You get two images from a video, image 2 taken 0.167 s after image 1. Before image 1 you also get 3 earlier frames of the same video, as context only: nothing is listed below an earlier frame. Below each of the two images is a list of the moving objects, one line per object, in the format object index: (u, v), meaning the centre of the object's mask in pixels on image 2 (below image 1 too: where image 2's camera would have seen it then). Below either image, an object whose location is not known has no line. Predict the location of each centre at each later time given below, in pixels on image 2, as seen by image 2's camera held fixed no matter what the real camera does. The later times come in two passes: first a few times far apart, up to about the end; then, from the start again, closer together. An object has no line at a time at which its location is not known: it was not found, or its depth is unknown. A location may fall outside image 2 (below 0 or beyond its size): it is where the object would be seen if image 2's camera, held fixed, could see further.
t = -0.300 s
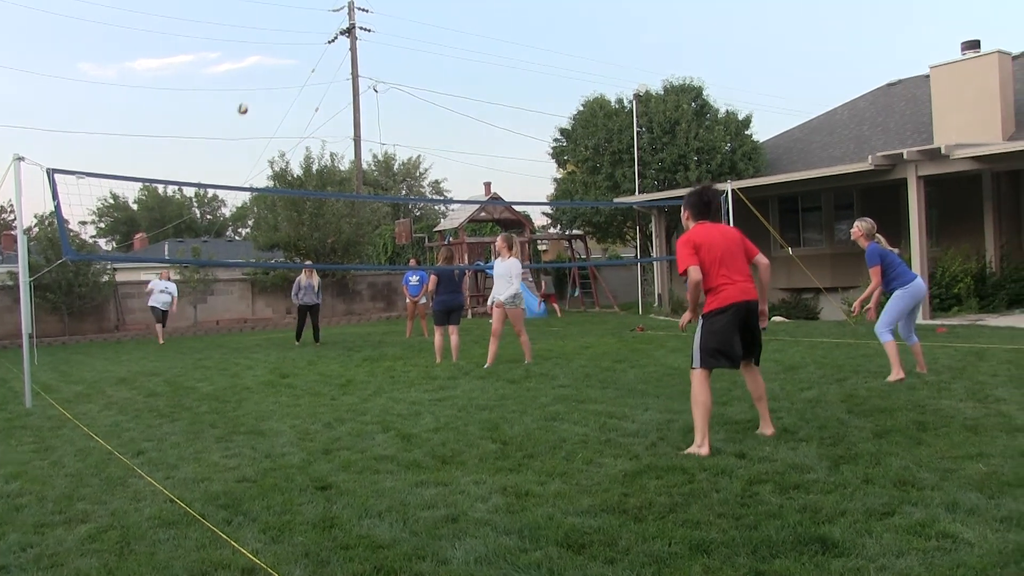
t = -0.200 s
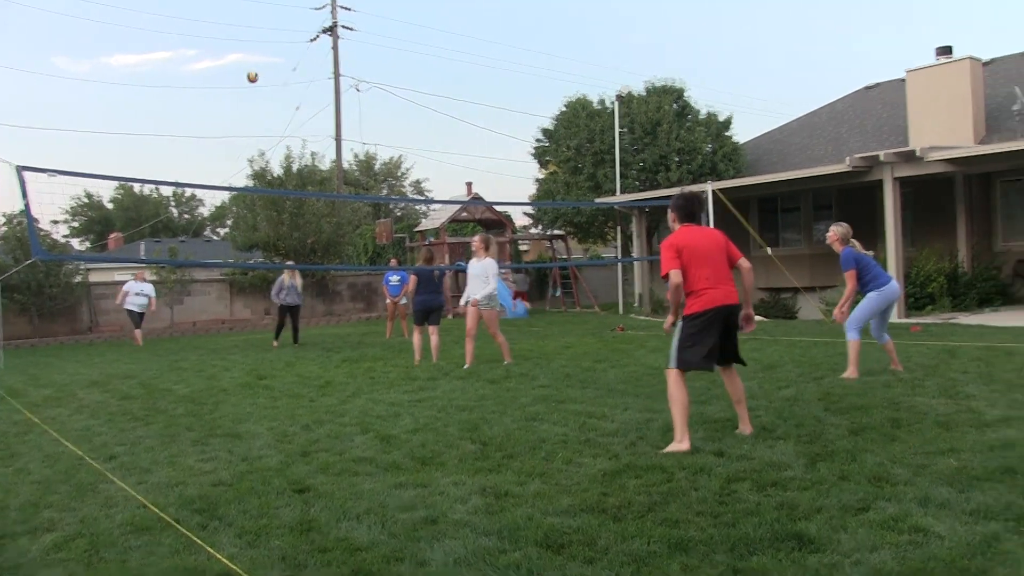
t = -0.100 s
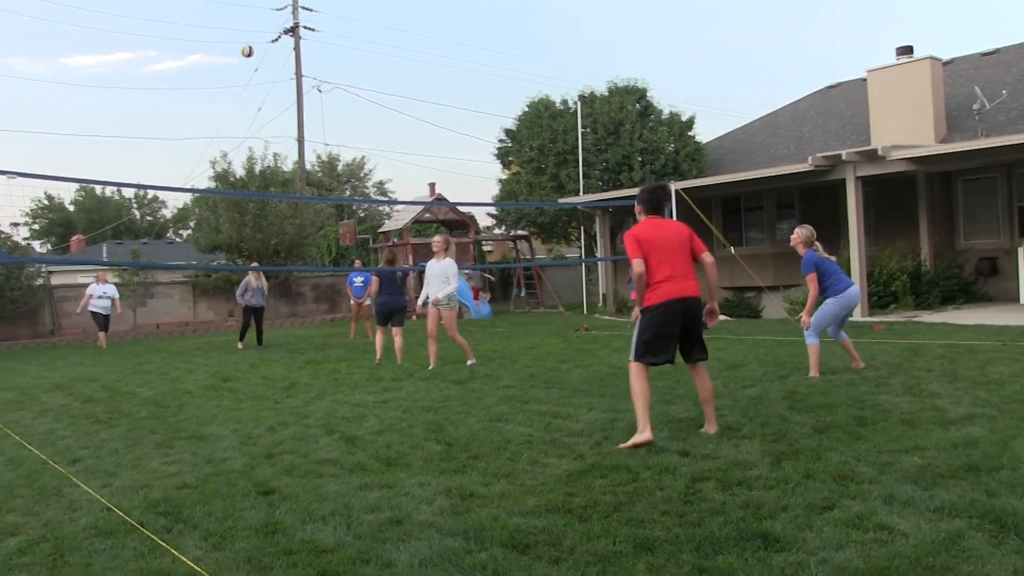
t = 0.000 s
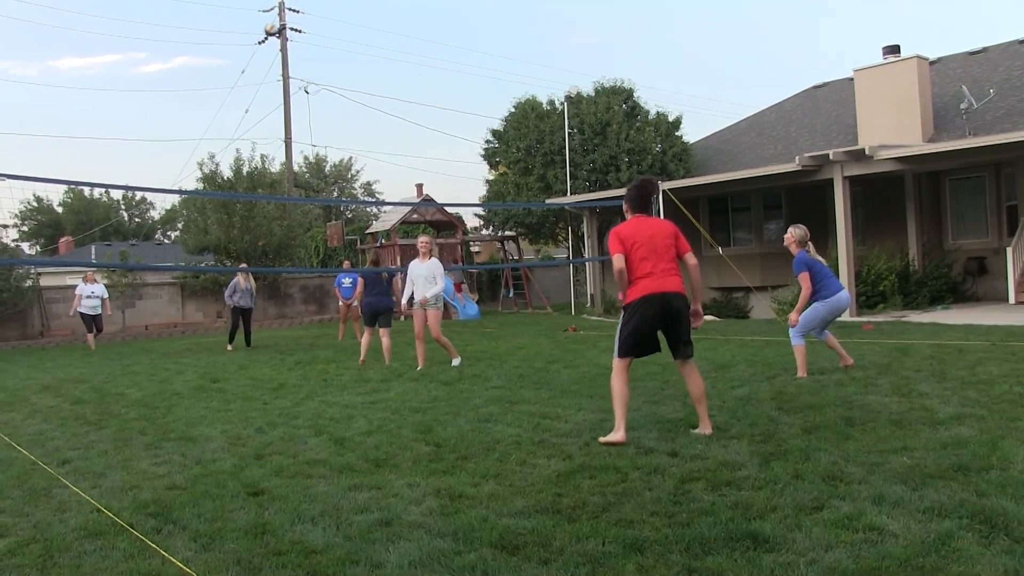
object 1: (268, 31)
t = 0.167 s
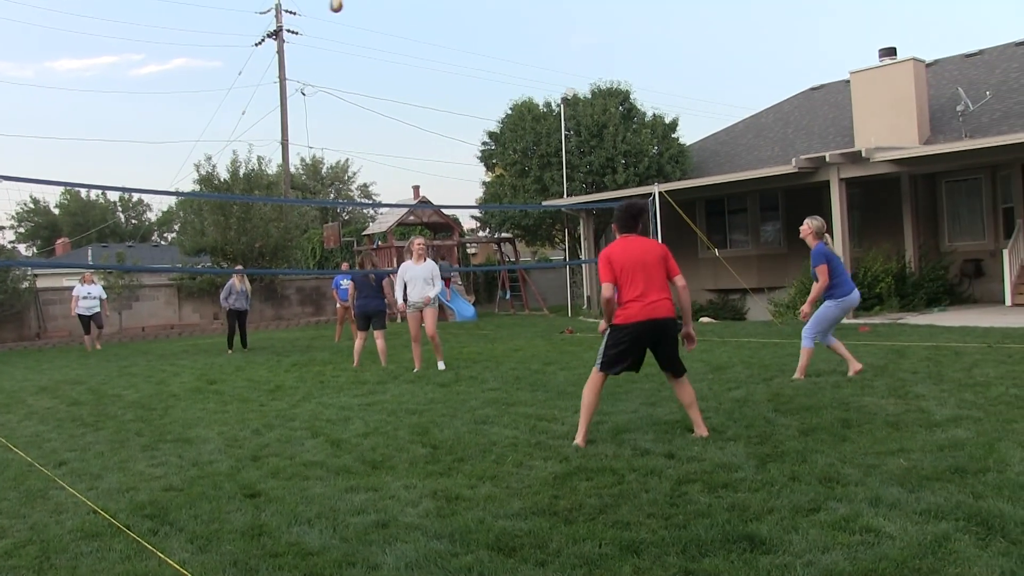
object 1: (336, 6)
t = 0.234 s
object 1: (366, 3)
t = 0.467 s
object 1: (488, 8)
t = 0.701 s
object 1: (641, 71)
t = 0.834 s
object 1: (744, 139)
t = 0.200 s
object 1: (350, 4)
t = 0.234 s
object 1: (366, 3)
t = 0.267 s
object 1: (382, 2)
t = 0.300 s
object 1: (398, 1)
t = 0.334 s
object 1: (415, 1)
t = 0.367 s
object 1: (432, 2)
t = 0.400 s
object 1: (450, 3)
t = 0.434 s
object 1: (469, 5)
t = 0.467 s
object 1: (488, 8)
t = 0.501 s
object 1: (507, 13)
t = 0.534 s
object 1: (528, 19)
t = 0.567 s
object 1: (549, 27)
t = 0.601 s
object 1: (571, 36)
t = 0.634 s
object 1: (594, 46)
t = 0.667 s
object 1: (617, 57)
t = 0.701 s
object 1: (641, 71)
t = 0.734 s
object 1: (665, 85)
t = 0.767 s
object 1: (691, 102)
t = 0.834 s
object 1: (744, 139)
